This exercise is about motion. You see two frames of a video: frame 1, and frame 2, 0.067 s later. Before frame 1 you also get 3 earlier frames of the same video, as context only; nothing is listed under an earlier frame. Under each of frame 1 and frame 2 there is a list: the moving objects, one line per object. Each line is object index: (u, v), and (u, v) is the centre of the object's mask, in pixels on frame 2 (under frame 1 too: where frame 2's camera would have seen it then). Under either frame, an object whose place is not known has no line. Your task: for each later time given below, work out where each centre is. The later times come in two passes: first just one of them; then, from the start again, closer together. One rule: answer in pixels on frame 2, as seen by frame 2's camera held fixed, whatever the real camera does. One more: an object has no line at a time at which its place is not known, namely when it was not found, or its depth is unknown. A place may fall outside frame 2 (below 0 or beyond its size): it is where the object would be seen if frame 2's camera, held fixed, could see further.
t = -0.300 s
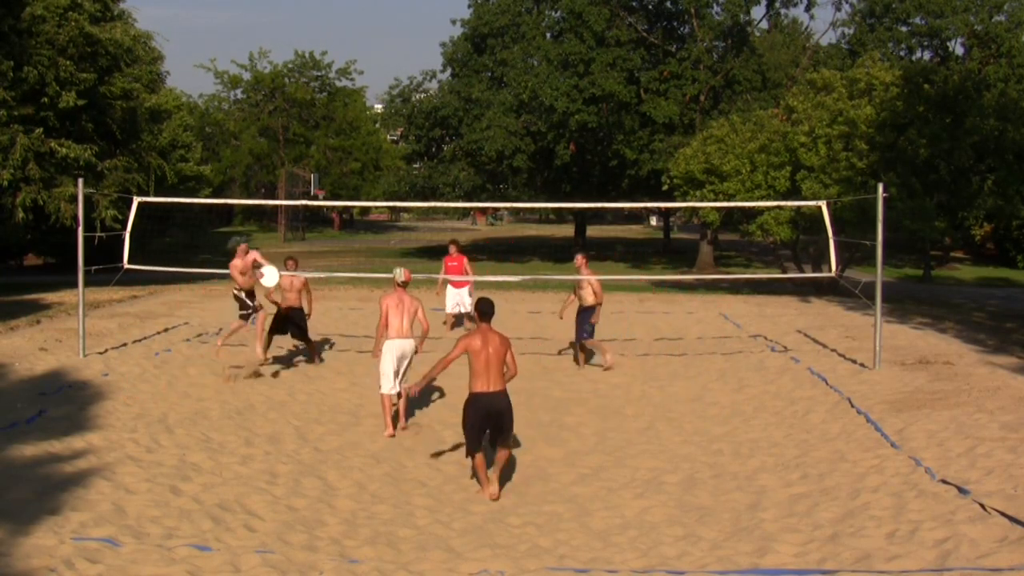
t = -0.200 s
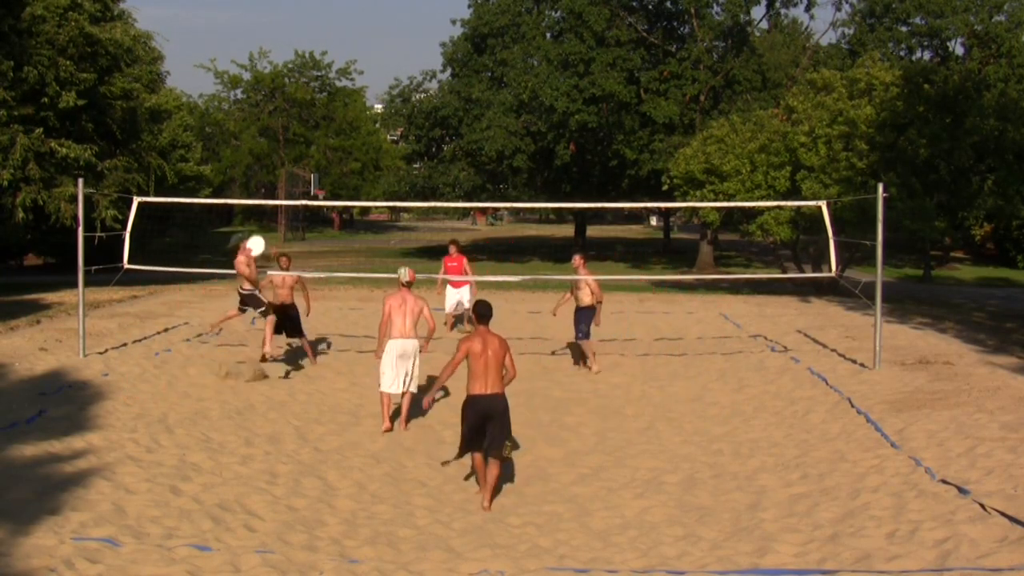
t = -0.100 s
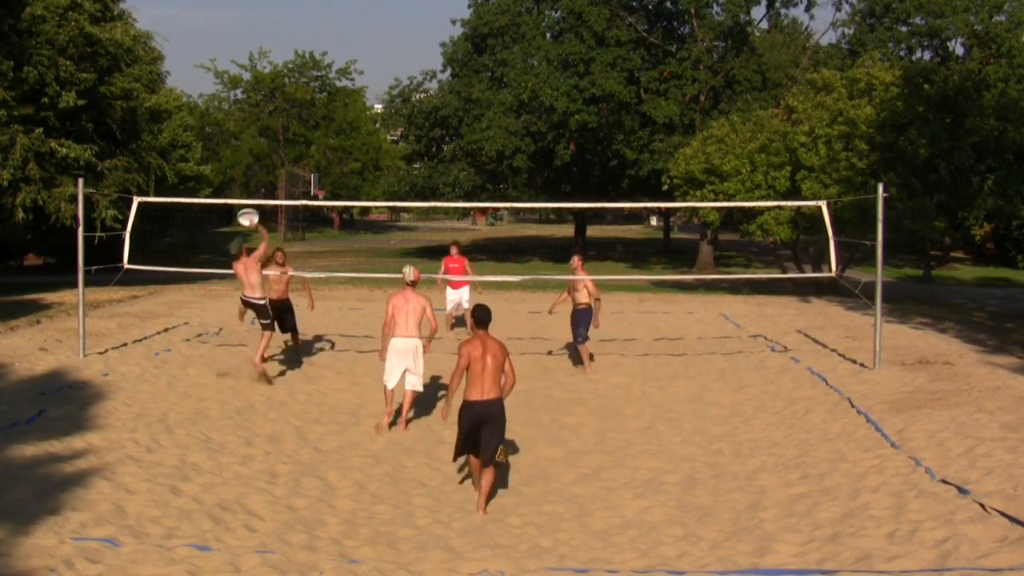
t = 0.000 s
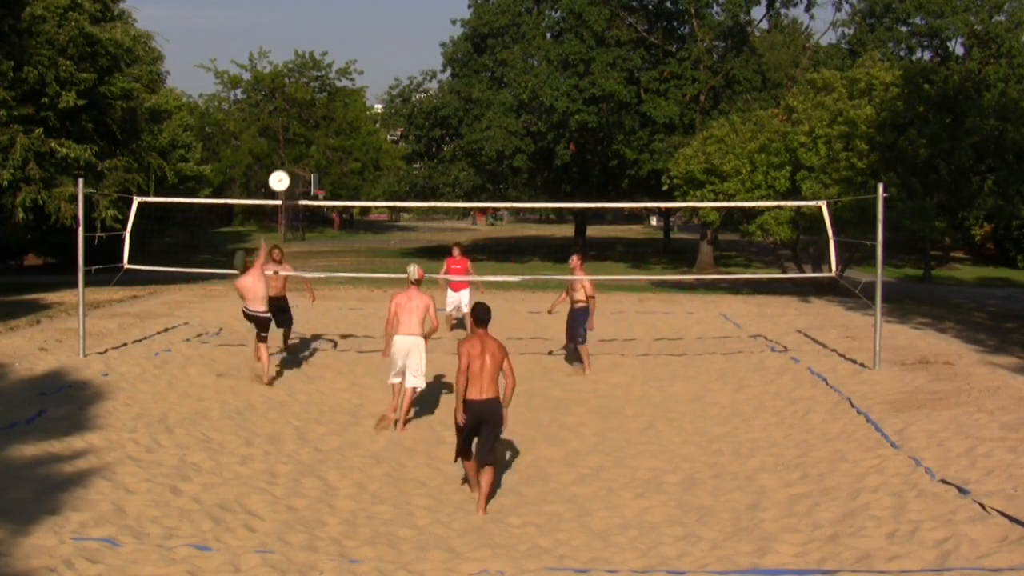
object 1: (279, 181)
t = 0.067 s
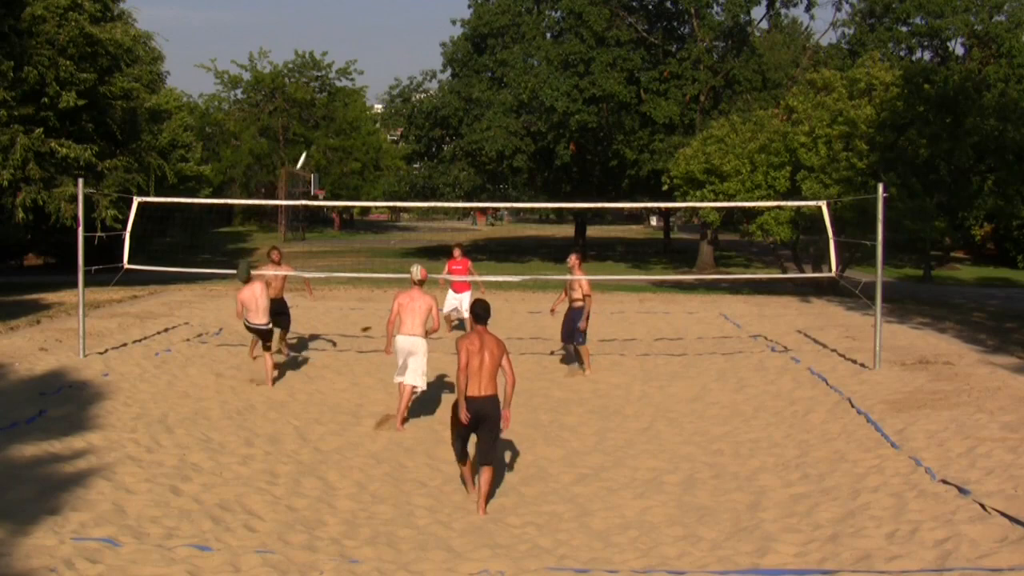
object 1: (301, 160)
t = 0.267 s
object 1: (350, 126)
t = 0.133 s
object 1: (320, 146)
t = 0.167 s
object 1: (327, 140)
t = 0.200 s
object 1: (336, 135)
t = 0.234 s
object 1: (343, 130)
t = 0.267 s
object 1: (350, 126)
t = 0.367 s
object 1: (371, 119)
